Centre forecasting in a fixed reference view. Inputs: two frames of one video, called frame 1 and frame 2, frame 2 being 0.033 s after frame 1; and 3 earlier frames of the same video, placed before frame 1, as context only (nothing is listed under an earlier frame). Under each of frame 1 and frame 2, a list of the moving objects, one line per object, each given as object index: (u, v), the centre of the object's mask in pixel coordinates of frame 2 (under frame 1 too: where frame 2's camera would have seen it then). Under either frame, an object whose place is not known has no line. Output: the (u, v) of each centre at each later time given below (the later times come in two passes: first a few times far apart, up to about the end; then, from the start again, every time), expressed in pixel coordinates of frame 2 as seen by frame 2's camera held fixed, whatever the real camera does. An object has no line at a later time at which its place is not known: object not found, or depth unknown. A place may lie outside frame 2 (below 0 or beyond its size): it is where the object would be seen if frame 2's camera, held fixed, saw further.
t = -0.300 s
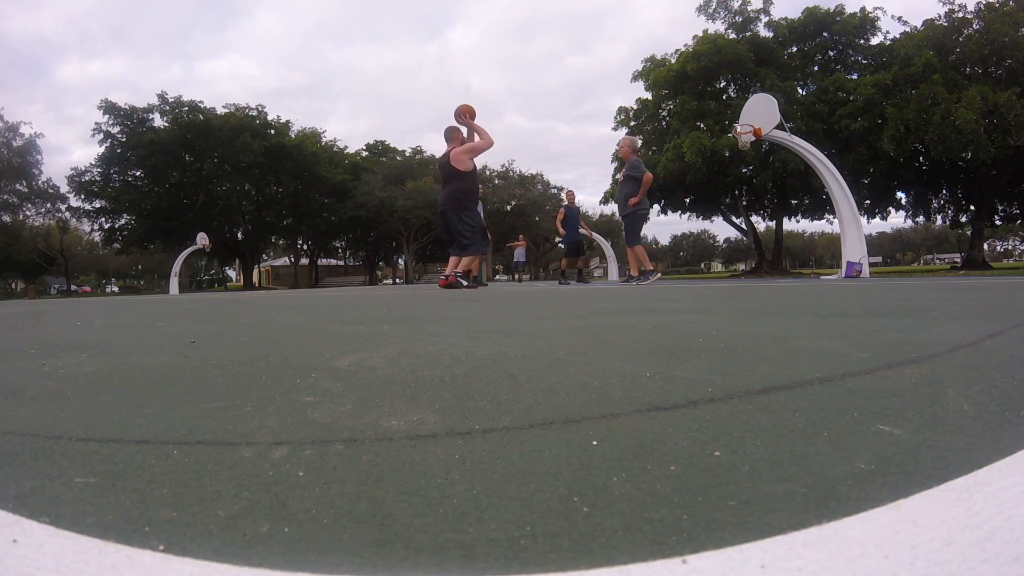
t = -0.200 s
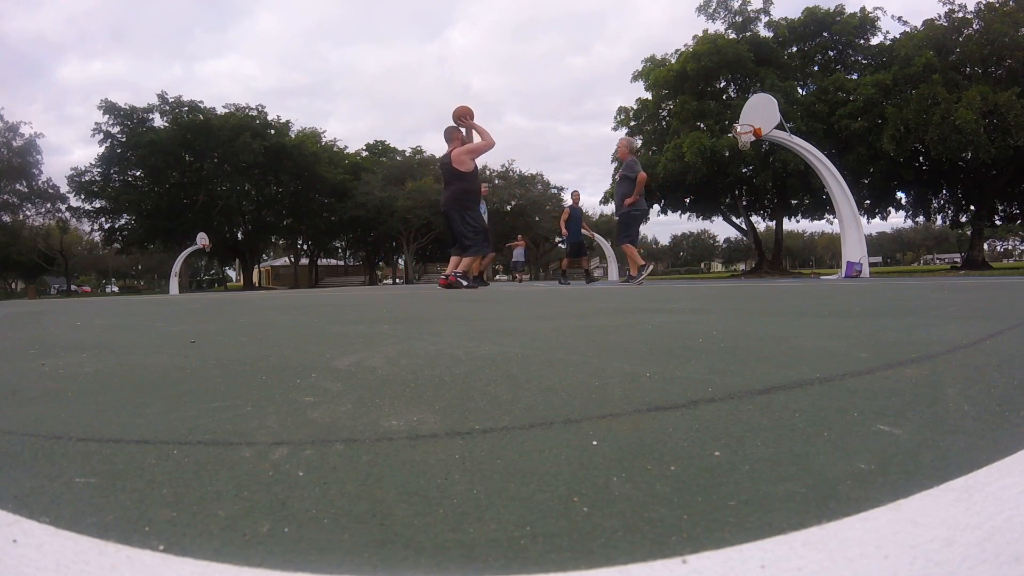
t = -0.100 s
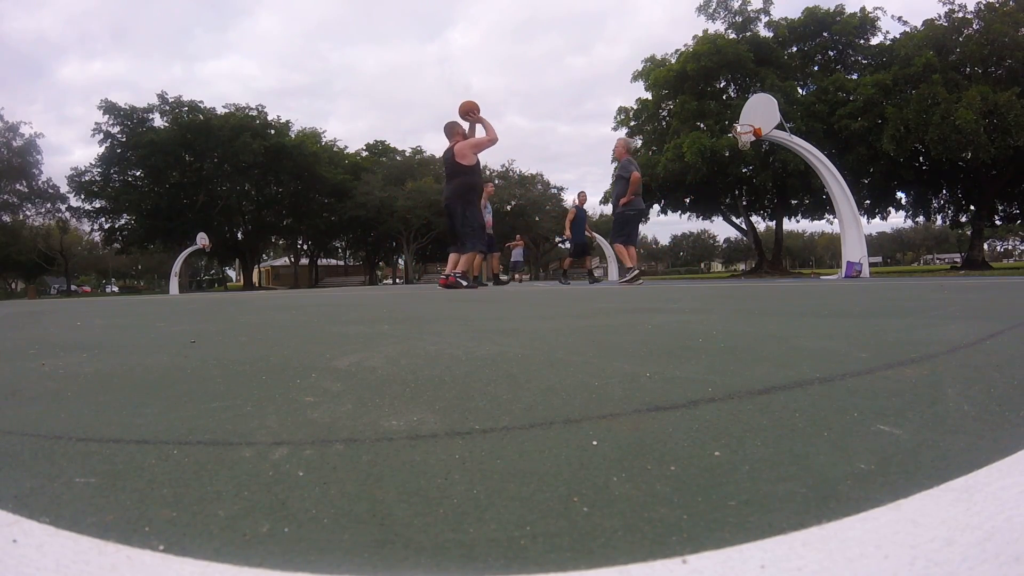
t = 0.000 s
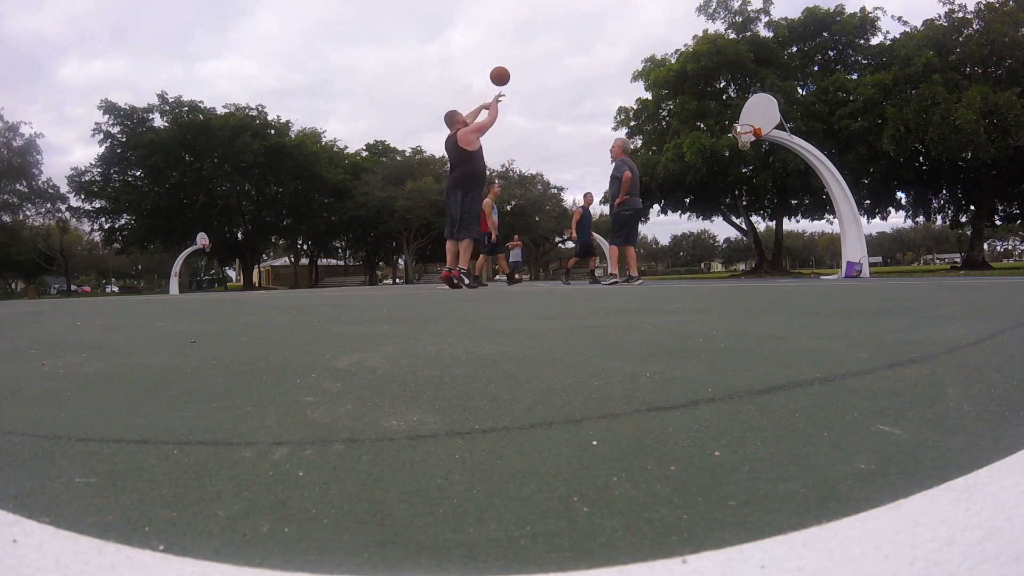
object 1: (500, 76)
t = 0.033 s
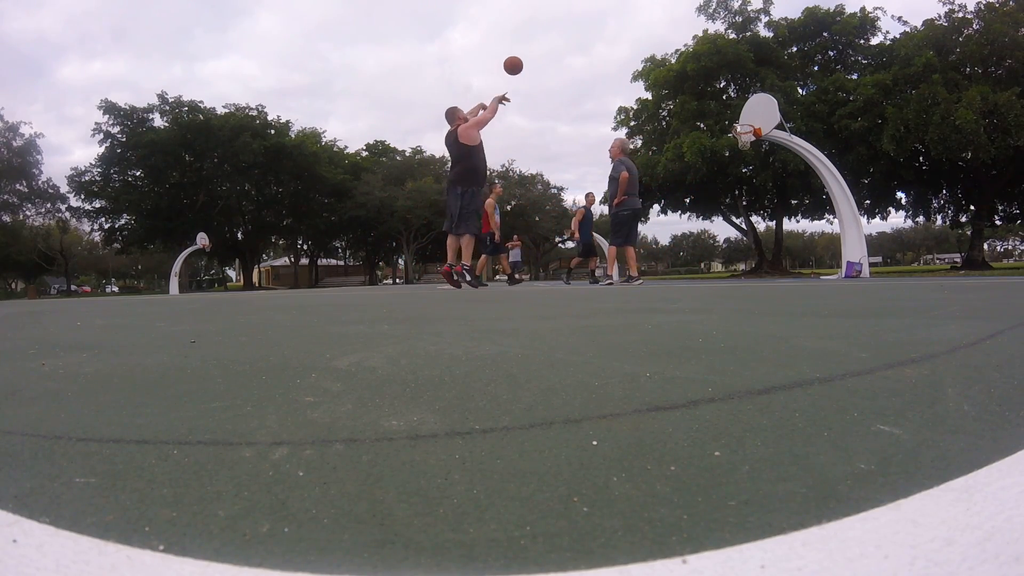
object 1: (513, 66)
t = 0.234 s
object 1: (581, 28)
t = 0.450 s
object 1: (636, 26)
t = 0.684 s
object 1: (683, 50)
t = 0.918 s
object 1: (725, 95)
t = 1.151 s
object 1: (746, 140)
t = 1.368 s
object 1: (737, 142)
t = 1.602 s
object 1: (744, 151)
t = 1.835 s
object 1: (752, 187)
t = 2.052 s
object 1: (761, 247)
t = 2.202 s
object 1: (766, 254)
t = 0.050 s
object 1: (520, 61)
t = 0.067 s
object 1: (526, 56)
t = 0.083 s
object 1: (532, 52)
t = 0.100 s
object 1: (538, 48)
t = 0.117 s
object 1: (544, 45)
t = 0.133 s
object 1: (549, 42)
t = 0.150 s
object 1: (555, 39)
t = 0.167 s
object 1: (560, 36)
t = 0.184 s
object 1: (565, 34)
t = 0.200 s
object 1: (571, 32)
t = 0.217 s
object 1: (576, 30)
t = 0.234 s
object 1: (581, 28)
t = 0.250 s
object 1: (585, 27)
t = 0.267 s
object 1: (590, 26)
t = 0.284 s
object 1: (595, 25)
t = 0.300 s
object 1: (599, 24)
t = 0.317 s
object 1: (603, 24)
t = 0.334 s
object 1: (608, 23)
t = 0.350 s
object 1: (612, 23)
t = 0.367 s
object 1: (616, 23)
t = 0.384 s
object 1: (620, 24)
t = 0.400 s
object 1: (624, 24)
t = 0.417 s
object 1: (628, 24)
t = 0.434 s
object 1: (632, 25)
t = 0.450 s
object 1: (636, 26)
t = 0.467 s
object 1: (640, 27)
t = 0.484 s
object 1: (643, 28)
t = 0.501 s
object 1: (647, 29)
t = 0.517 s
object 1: (650, 30)
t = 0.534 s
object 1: (654, 32)
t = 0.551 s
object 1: (657, 33)
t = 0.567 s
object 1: (661, 35)
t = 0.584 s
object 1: (664, 37)
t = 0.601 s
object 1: (668, 39)
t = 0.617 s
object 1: (671, 41)
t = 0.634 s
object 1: (674, 43)
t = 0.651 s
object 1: (678, 45)
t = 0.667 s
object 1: (680, 47)
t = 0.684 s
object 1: (683, 50)
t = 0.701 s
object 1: (685, 50)
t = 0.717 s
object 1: (689, 54)
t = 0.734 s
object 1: (693, 58)
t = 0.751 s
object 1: (696, 60)
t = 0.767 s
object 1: (699, 63)
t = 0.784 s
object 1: (702, 67)
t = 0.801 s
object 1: (705, 69)
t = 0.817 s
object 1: (708, 73)
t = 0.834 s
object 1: (711, 76)
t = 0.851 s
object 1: (713, 80)
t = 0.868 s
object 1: (716, 83)
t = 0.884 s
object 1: (719, 87)
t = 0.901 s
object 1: (721, 90)
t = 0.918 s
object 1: (725, 95)
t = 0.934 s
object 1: (727, 98)
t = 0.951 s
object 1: (729, 101)
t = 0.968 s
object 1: (732, 106)
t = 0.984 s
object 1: (734, 110)
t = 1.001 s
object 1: (737, 115)
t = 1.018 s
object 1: (739, 119)
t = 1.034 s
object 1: (742, 124)
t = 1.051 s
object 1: (745, 128)
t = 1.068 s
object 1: (747, 133)
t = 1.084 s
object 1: (749, 136)
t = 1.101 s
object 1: (750, 139)
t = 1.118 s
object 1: (748, 141)
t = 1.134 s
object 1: (746, 140)
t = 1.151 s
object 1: (746, 140)
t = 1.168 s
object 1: (746, 140)
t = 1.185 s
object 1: (745, 140)
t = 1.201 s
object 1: (744, 140)
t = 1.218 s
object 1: (743, 140)
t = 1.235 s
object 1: (742, 141)
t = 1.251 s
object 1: (741, 142)
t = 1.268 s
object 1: (745, 140)
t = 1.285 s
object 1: (743, 141)
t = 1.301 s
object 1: (743, 141)
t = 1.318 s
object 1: (743, 142)
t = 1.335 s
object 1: (741, 143)
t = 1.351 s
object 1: (738, 142)
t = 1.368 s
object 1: (737, 142)
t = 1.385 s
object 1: (737, 143)
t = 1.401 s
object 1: (737, 143)
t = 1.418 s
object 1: (738, 143)
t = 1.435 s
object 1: (741, 148)
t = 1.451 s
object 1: (741, 147)
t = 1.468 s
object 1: (740, 147)
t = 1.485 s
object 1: (741, 148)
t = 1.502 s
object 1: (741, 147)
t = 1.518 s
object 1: (741, 147)
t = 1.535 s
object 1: (742, 147)
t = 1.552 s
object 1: (742, 147)
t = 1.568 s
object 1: (743, 148)
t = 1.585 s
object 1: (744, 149)
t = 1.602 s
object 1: (744, 151)
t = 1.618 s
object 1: (744, 152)
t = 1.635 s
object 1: (745, 155)
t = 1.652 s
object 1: (745, 156)
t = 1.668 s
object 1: (746, 159)
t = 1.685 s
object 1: (747, 161)
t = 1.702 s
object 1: (747, 163)
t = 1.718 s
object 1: (748, 165)
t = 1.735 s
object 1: (748, 168)
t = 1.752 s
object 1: (749, 171)
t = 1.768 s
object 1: (750, 174)
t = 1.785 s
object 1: (750, 177)
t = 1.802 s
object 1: (751, 180)
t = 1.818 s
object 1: (752, 183)
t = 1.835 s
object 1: (752, 187)
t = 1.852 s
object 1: (753, 191)
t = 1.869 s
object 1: (754, 194)
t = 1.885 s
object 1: (754, 199)
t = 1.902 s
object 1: (755, 203)
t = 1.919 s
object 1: (755, 207)
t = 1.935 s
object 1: (756, 211)
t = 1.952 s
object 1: (757, 216)
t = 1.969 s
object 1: (758, 221)
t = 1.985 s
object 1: (759, 226)
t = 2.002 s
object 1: (758, 231)
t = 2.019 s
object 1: (759, 235)
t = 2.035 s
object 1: (760, 241)
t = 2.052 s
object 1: (761, 247)
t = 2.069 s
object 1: (762, 253)
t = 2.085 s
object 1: (762, 259)
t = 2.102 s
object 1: (762, 266)
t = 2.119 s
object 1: (763, 271)
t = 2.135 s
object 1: (764, 272)
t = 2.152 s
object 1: (764, 268)
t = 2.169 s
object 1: (765, 263)
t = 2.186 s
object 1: (765, 259)
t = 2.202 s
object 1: (766, 254)
